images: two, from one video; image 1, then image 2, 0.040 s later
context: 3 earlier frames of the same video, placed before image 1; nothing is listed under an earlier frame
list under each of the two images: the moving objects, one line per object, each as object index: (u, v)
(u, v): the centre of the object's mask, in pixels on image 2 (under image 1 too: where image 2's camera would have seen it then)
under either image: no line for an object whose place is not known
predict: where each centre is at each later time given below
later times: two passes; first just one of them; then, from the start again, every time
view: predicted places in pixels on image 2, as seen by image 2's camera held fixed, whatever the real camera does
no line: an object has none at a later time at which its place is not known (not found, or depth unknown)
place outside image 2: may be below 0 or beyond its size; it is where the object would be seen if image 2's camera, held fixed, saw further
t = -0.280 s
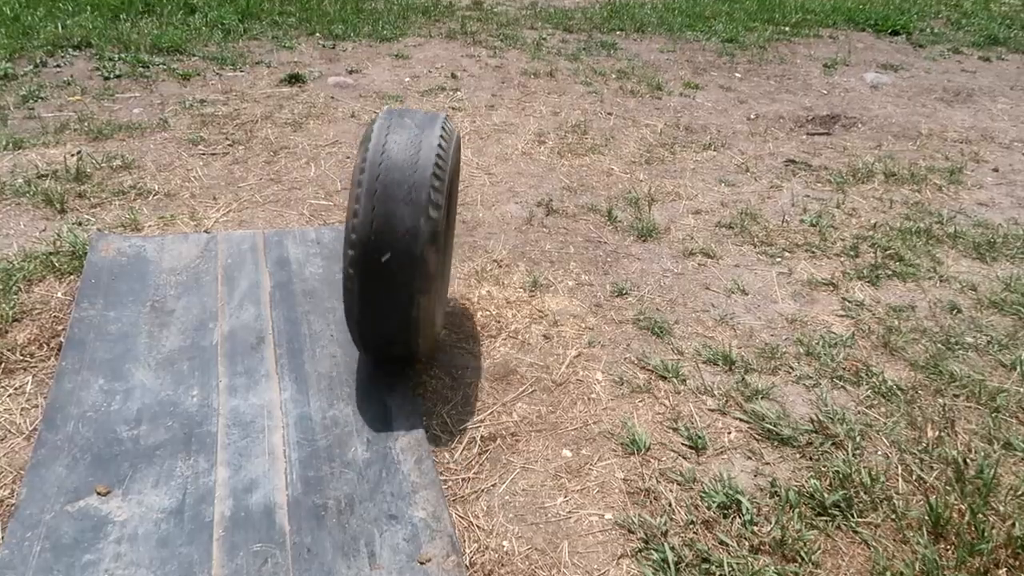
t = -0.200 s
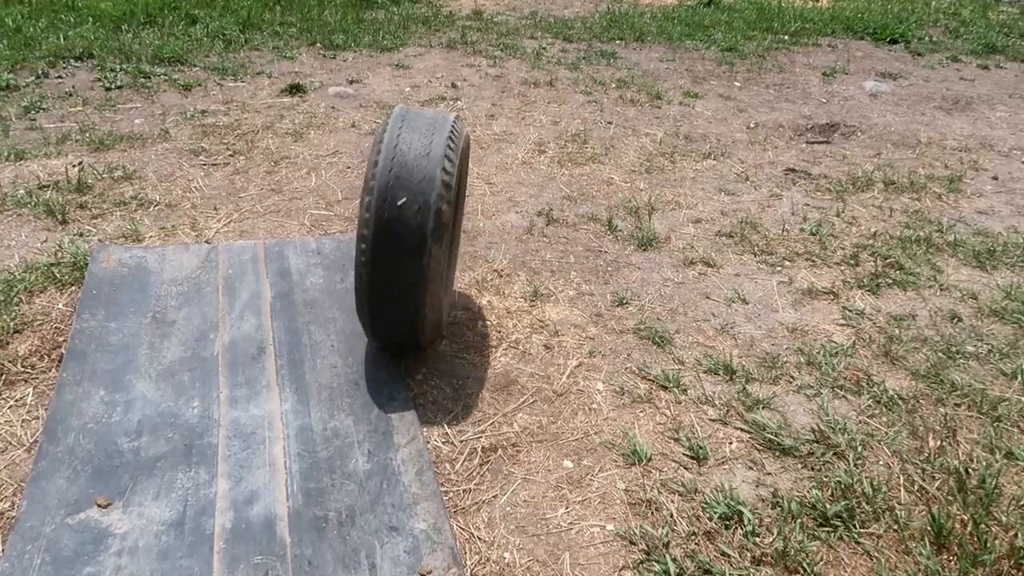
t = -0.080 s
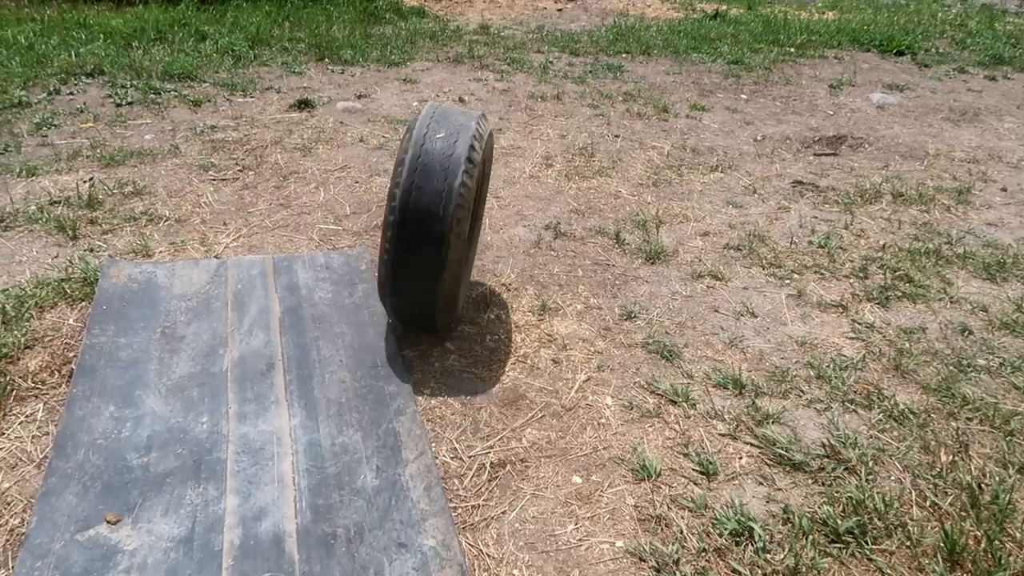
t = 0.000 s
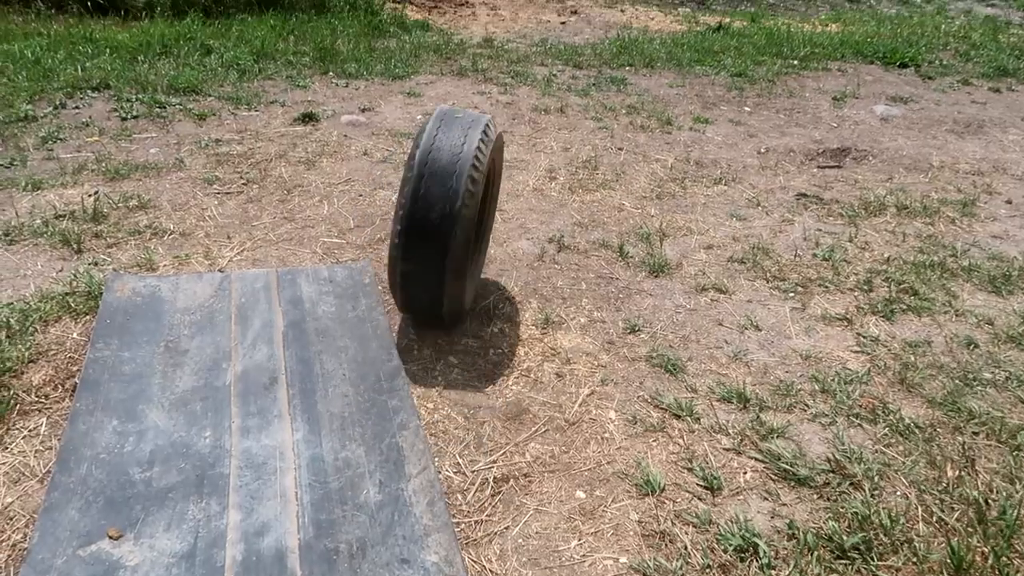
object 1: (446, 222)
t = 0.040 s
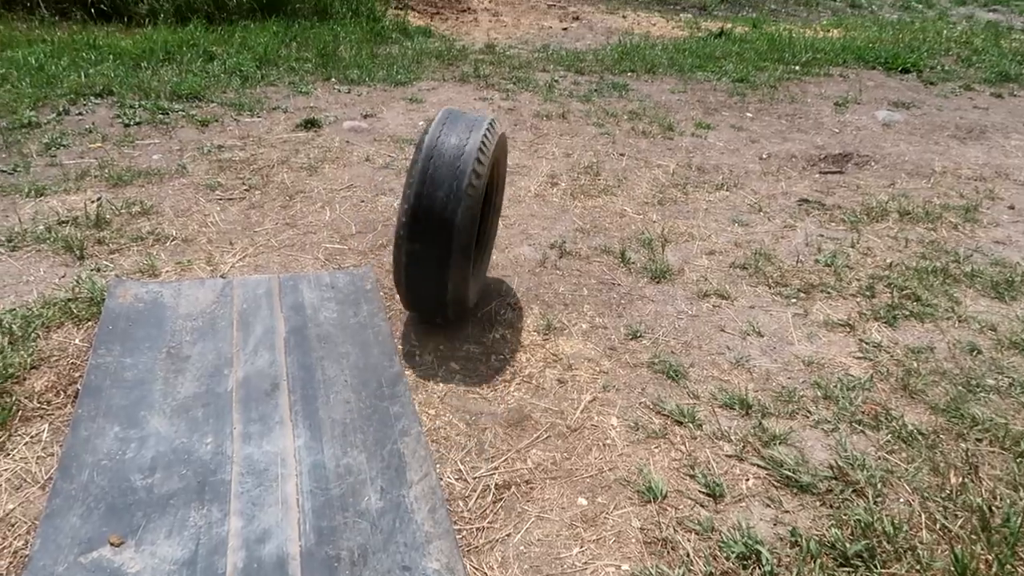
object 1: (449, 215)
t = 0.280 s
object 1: (463, 175)
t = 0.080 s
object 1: (452, 207)
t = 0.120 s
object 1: (454, 200)
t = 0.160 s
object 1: (456, 194)
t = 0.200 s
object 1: (458, 188)
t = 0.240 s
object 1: (461, 181)
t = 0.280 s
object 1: (463, 175)
